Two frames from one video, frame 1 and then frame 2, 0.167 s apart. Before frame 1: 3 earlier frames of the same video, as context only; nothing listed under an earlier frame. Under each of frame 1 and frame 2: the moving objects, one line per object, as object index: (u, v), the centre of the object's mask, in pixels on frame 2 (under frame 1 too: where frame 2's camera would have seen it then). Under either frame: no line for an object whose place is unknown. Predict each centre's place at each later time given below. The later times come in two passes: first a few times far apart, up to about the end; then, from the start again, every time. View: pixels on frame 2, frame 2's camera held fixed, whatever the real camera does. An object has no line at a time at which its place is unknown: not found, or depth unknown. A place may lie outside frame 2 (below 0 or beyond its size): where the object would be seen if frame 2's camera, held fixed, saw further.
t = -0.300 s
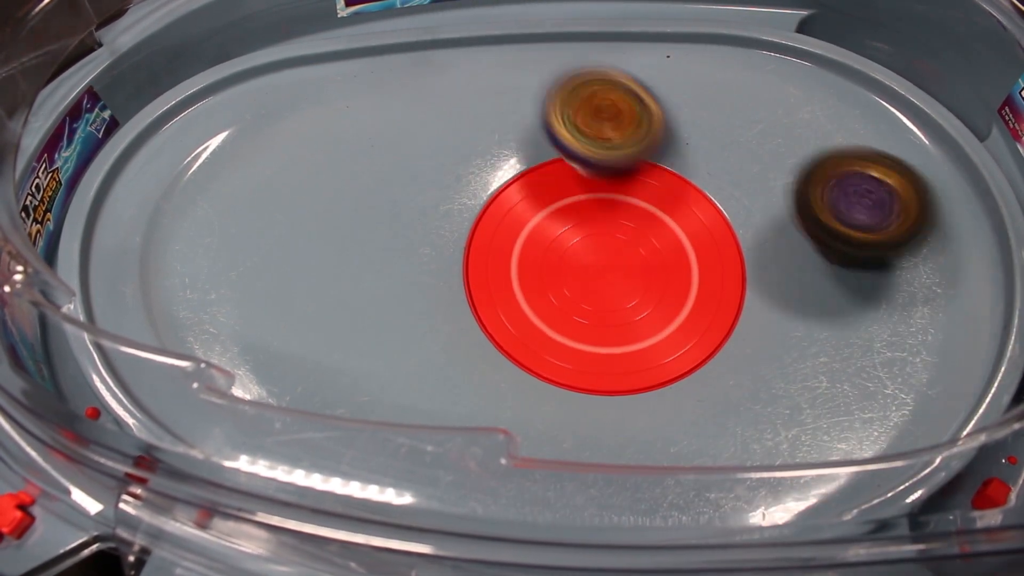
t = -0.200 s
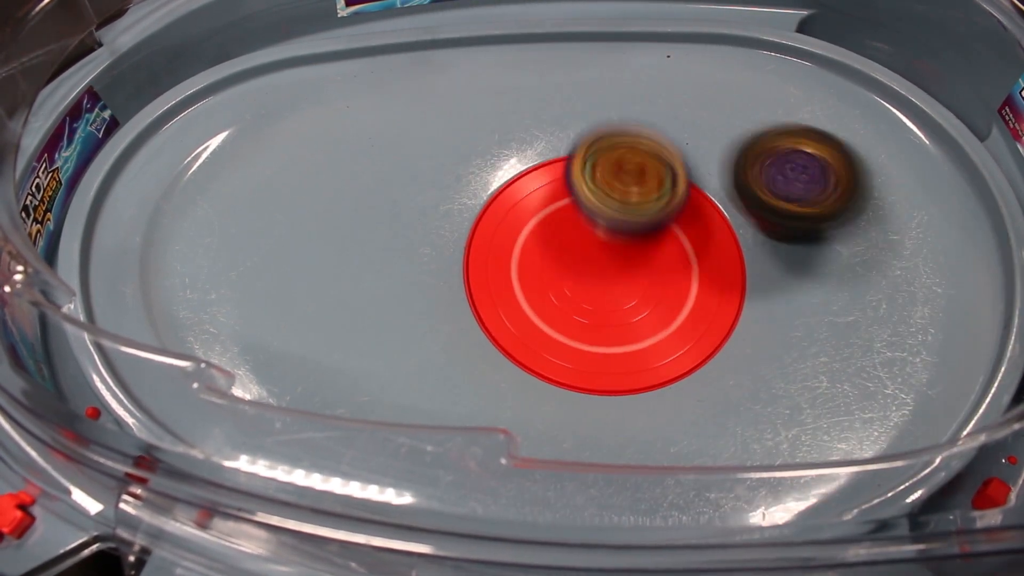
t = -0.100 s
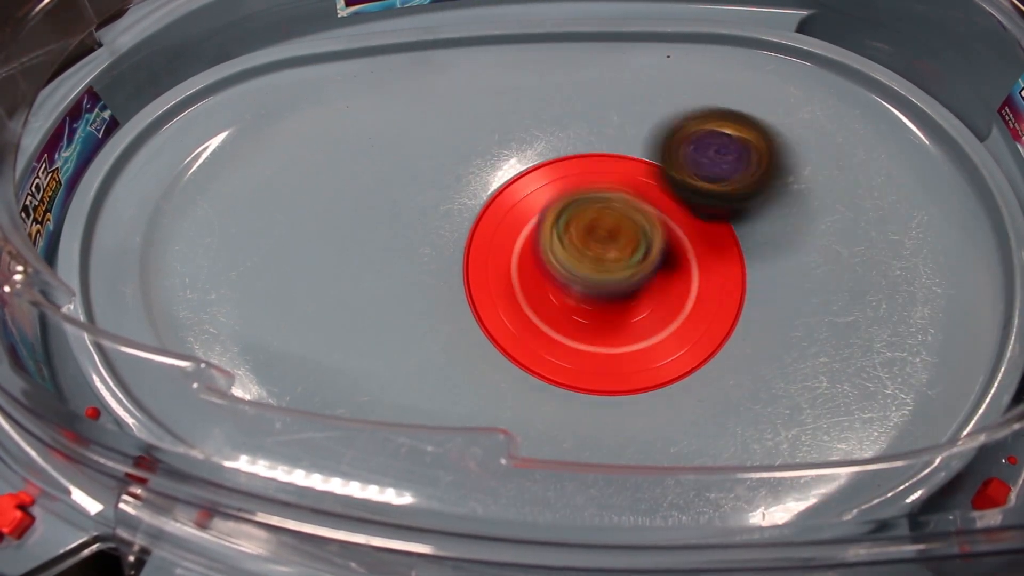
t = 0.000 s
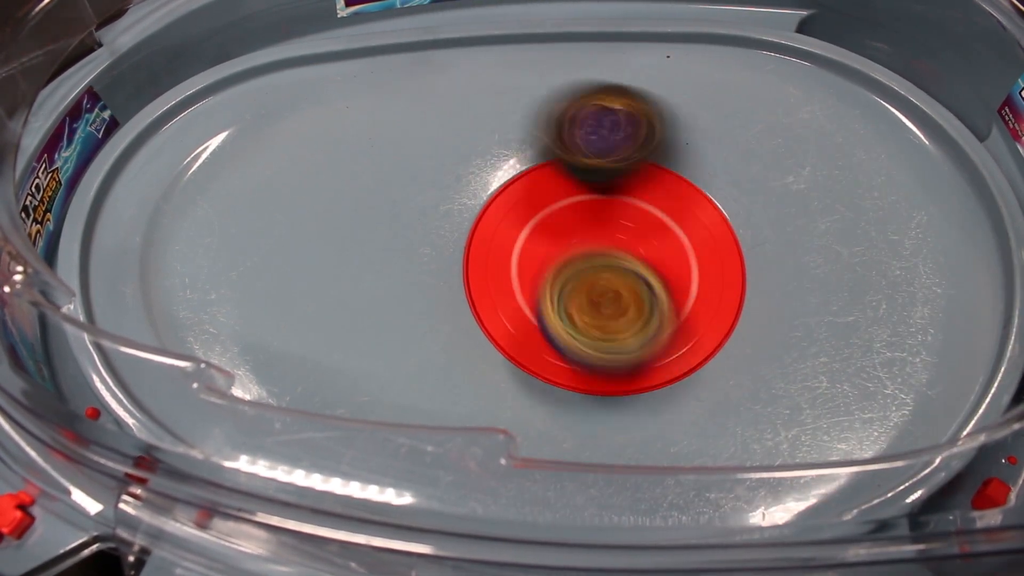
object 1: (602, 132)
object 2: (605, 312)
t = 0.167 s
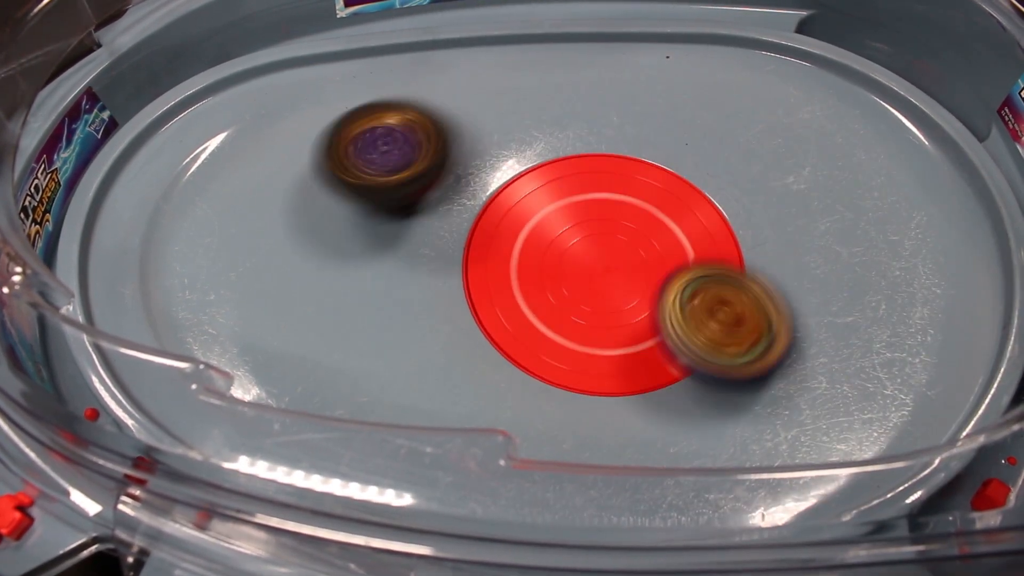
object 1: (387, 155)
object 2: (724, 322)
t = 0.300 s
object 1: (325, 212)
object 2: (752, 210)
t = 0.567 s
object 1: (281, 338)
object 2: (587, 128)
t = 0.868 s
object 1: (432, 434)
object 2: (534, 339)
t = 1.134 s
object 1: (610, 466)
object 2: (818, 203)
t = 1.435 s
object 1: (774, 368)
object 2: (877, 164)
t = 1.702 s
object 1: (781, 259)
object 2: (943, 196)
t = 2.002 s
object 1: (491, 95)
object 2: (889, 232)
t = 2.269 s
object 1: (365, 159)
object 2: (769, 216)
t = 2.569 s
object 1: (313, 258)
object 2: (437, 182)
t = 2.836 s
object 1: (380, 385)
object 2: (422, 140)
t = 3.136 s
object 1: (528, 416)
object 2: (461, 80)
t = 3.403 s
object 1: (660, 346)
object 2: (518, 123)
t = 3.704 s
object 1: (730, 109)
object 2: (635, 357)
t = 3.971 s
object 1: (646, 127)
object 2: (721, 377)
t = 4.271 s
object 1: (446, 360)
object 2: (642, 322)
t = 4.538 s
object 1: (685, 463)
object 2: (668, 101)
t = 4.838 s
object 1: (823, 407)
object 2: (677, 103)
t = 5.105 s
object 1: (840, 389)
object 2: (645, 190)
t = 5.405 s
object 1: (790, 325)
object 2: (424, 293)
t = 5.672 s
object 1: (662, 136)
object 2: (484, 244)
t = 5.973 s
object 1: (488, 44)
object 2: (765, 293)
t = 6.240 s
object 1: (464, 43)
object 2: (772, 270)
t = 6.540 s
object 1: (505, 81)
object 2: (634, 225)
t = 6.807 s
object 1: (439, 169)
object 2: (556, 188)
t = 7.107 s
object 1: (380, 190)
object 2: (625, 396)
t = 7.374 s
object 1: (419, 199)
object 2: (685, 259)
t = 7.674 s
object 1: (664, 334)
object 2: (630, 42)
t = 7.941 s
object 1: (923, 304)
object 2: (652, 51)
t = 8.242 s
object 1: (939, 302)
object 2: (683, 96)
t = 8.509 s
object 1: (857, 311)
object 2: (700, 222)
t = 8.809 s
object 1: (667, 172)
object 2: (500, 221)
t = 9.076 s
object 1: (429, 59)
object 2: (548, 333)
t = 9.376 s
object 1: (410, 42)
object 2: (827, 188)
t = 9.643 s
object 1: (453, 68)
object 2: (827, 161)
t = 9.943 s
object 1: (568, 323)
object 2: (805, 172)
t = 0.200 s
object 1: (365, 168)
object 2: (737, 302)
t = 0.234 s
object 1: (349, 182)
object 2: (747, 276)
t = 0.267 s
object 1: (337, 197)
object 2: (754, 242)
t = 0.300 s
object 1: (325, 212)
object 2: (752, 210)
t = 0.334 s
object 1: (311, 229)
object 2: (741, 180)
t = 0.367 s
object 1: (300, 244)
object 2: (723, 156)
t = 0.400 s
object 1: (291, 259)
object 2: (701, 138)
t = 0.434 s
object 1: (281, 276)
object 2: (678, 125)
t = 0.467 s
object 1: (275, 291)
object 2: (654, 119)
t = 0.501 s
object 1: (273, 307)
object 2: (631, 119)
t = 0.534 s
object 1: (275, 324)
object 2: (609, 121)
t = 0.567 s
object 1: (281, 338)
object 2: (587, 128)
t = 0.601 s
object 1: (291, 350)
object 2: (563, 139)
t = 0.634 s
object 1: (297, 375)
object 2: (536, 156)
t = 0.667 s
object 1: (311, 388)
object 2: (508, 176)
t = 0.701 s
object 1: (329, 398)
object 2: (480, 207)
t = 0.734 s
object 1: (349, 408)
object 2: (463, 239)
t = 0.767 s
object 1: (369, 414)
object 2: (468, 274)
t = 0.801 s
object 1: (395, 420)
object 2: (481, 307)
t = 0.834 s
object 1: (414, 425)
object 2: (504, 329)
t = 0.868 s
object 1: (432, 434)
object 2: (534, 339)
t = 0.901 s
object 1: (454, 448)
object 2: (564, 341)
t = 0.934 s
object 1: (474, 456)
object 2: (603, 338)
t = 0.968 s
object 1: (496, 463)
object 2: (650, 333)
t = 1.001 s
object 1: (519, 468)
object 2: (707, 319)
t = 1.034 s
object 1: (540, 469)
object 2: (753, 290)
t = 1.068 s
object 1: (564, 469)
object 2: (784, 257)
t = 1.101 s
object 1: (588, 469)
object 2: (803, 229)
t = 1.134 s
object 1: (610, 466)
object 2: (818, 203)
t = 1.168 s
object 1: (632, 460)
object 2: (828, 184)
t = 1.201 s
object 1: (655, 449)
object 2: (837, 169)
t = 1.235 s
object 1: (675, 439)
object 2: (844, 157)
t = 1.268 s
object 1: (696, 417)
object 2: (849, 151)
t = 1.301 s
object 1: (713, 411)
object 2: (853, 148)
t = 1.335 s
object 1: (729, 404)
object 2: (858, 150)
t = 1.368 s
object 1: (746, 395)
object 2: (864, 152)
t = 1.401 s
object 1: (762, 382)
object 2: (870, 158)
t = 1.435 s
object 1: (774, 368)
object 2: (877, 164)
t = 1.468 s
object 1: (785, 353)
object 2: (885, 170)
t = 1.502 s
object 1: (796, 337)
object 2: (891, 177)
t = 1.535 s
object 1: (804, 321)
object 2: (900, 183)
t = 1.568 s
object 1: (810, 306)
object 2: (908, 190)
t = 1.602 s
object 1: (815, 290)
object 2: (915, 195)
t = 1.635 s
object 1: (818, 273)
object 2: (920, 200)
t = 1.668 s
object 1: (807, 265)
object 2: (932, 199)
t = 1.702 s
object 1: (781, 259)
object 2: (943, 196)
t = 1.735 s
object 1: (750, 252)
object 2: (944, 194)
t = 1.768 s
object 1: (726, 241)
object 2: (933, 198)
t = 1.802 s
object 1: (699, 221)
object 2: (925, 204)
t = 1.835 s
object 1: (671, 195)
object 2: (917, 211)
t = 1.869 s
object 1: (639, 163)
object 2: (910, 217)
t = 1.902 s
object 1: (600, 136)
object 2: (905, 225)
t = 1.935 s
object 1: (562, 114)
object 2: (902, 230)
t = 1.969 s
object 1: (523, 101)
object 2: (897, 232)
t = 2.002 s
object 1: (491, 95)
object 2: (889, 232)
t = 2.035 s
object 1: (460, 94)
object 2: (879, 230)
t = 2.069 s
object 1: (435, 98)
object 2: (869, 229)
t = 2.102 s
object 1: (416, 104)
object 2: (855, 225)
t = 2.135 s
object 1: (405, 112)
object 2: (840, 222)
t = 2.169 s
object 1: (396, 121)
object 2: (825, 218)
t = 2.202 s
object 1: (387, 134)
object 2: (809, 215)
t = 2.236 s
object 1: (376, 146)
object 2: (789, 213)
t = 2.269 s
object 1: (365, 159)
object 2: (769, 216)
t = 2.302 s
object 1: (352, 171)
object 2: (743, 222)
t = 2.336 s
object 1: (337, 186)
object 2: (717, 225)
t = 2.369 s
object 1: (327, 199)
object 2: (685, 223)
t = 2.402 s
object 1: (321, 209)
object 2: (651, 213)
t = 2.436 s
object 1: (315, 220)
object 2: (610, 199)
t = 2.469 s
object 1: (312, 230)
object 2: (564, 187)
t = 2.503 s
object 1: (311, 240)
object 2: (509, 177)
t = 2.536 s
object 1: (311, 249)
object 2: (467, 177)
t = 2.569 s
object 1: (313, 258)
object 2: (437, 182)
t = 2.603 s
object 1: (316, 266)
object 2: (417, 186)
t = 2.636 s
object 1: (318, 283)
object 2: (402, 188)
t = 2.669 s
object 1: (320, 306)
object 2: (399, 182)
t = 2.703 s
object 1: (325, 326)
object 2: (403, 174)
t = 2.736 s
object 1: (335, 342)
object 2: (407, 166)
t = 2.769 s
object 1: (348, 353)
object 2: (412, 157)
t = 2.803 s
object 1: (365, 364)
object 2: (416, 149)
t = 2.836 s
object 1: (380, 385)
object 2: (422, 140)
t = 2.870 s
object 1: (396, 396)
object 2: (427, 133)
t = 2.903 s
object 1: (414, 405)
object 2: (432, 124)
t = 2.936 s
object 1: (432, 411)
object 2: (435, 117)
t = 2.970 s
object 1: (449, 416)
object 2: (437, 111)
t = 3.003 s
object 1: (467, 418)
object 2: (442, 104)
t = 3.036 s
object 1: (482, 420)
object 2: (447, 97)
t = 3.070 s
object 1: (498, 420)
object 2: (452, 91)
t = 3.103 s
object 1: (513, 418)
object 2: (457, 84)
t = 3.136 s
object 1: (528, 416)
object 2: (461, 80)
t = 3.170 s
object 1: (544, 413)
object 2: (467, 78)
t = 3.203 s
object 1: (562, 401)
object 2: (472, 79)
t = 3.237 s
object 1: (575, 399)
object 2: (476, 82)
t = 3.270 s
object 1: (589, 397)
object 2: (482, 87)
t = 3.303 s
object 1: (602, 391)
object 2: (489, 94)
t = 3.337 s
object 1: (618, 380)
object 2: (496, 102)
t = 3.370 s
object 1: (637, 364)
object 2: (506, 111)
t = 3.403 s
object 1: (660, 346)
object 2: (518, 123)
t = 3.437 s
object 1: (689, 323)
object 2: (532, 136)
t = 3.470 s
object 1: (718, 293)
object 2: (546, 148)
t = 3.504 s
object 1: (746, 255)
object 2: (557, 166)
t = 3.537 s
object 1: (759, 215)
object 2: (565, 189)
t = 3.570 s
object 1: (762, 181)
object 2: (571, 216)
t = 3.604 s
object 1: (758, 155)
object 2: (574, 249)
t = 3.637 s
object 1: (750, 135)
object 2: (583, 286)
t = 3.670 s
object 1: (741, 119)
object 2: (604, 324)
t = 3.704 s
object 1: (730, 109)
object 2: (635, 357)
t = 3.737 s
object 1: (719, 103)
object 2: (669, 373)
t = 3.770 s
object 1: (709, 101)
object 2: (697, 382)
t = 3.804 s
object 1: (699, 101)
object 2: (715, 385)
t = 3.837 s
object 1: (690, 103)
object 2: (726, 386)
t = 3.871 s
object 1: (680, 107)
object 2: (730, 384)
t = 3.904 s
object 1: (670, 113)
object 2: (730, 381)
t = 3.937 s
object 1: (658, 120)
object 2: (726, 379)
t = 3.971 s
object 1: (646, 127)
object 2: (721, 377)
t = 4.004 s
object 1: (632, 136)
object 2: (713, 375)
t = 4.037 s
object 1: (605, 149)
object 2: (705, 373)
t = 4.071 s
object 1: (574, 163)
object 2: (697, 371)
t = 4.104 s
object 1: (527, 184)
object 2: (687, 368)
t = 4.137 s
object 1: (485, 216)
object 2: (676, 364)
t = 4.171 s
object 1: (458, 250)
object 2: (664, 358)
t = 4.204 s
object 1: (441, 290)
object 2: (652, 351)
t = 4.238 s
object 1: (438, 325)
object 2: (643, 339)
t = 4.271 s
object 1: (446, 360)
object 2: (642, 322)
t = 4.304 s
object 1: (462, 395)
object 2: (649, 303)
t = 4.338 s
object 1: (489, 423)
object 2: (660, 280)
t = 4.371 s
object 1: (521, 445)
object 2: (674, 251)
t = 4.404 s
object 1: (556, 462)
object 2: (686, 218)
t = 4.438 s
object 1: (591, 474)
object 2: (692, 179)
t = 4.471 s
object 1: (620, 484)
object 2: (690, 145)
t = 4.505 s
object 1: (650, 477)
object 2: (679, 118)
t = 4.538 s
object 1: (685, 463)
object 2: (668, 101)
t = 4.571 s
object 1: (714, 448)
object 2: (660, 88)
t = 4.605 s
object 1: (741, 438)
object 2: (655, 79)
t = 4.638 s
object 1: (762, 432)
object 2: (653, 73)
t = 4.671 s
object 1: (778, 428)
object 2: (654, 72)
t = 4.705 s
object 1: (792, 413)
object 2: (655, 75)
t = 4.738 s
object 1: (804, 411)
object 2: (658, 80)
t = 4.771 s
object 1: (812, 410)
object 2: (665, 87)
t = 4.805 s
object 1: (818, 408)
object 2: (671, 94)
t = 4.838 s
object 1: (823, 407)
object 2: (677, 103)
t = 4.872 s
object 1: (826, 404)
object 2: (682, 111)
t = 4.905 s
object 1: (829, 402)
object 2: (686, 121)
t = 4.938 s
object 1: (832, 399)
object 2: (689, 133)
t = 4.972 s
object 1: (836, 397)
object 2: (690, 147)
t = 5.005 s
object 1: (839, 394)
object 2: (688, 161)
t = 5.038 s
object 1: (841, 392)
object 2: (680, 174)
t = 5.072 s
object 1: (841, 391)
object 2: (664, 184)
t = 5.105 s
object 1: (840, 389)
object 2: (645, 190)
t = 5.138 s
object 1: (837, 386)
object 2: (620, 193)
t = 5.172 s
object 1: (835, 382)
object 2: (585, 196)
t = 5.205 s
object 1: (831, 377)
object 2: (548, 202)
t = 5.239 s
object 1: (827, 371)
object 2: (508, 213)
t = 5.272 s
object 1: (821, 364)
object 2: (471, 229)
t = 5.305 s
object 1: (815, 355)
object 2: (447, 250)
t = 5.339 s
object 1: (807, 346)
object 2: (432, 269)
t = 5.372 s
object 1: (799, 335)
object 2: (425, 283)
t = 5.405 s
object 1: (790, 325)
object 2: (424, 293)
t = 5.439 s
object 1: (782, 312)
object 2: (427, 298)
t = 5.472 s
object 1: (771, 299)
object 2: (431, 298)
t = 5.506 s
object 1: (759, 285)
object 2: (438, 293)
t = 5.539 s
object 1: (747, 268)
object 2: (446, 285)
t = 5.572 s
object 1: (732, 242)
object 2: (457, 273)
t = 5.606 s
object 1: (714, 207)
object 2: (465, 259)
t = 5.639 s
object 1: (692, 171)
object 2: (471, 249)
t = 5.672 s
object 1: (662, 136)
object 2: (484, 244)
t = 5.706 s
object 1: (630, 106)
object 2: (500, 242)
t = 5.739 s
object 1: (597, 85)
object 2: (522, 245)
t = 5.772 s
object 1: (570, 69)
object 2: (545, 253)
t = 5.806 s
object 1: (546, 59)
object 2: (568, 265)
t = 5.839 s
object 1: (528, 53)
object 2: (598, 283)
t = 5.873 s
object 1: (514, 49)
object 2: (635, 298)
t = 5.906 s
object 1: (504, 47)
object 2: (678, 306)
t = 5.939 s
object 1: (495, 45)
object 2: (724, 304)
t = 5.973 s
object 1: (488, 44)
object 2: (765, 293)
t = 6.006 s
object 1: (482, 42)
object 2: (787, 281)
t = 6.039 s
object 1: (476, 40)
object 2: (802, 269)
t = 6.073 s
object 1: (472, 38)
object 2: (809, 261)
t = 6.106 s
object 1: (469, 39)
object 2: (811, 255)
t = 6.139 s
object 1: (468, 41)
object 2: (808, 253)
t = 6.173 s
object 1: (466, 42)
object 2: (801, 254)
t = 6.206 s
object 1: (464, 43)
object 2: (789, 261)
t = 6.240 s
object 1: (464, 43)
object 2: (772, 270)
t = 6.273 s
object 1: (466, 43)
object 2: (751, 284)
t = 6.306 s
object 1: (469, 44)
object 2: (726, 297)
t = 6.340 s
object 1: (473, 46)
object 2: (701, 302)
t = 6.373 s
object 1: (476, 49)
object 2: (679, 299)
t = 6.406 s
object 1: (480, 52)
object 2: (661, 290)
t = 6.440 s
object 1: (487, 57)
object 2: (647, 278)
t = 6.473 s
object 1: (494, 64)
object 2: (639, 264)
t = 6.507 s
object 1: (500, 72)
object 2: (636, 246)
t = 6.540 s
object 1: (505, 81)
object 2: (634, 225)
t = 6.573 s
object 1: (511, 93)
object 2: (626, 203)
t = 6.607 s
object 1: (516, 105)
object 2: (615, 183)
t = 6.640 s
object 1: (511, 111)
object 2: (607, 172)
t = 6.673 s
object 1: (490, 116)
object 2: (602, 168)
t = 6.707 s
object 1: (474, 125)
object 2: (595, 168)
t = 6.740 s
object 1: (463, 139)
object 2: (583, 171)
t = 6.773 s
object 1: (451, 156)
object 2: (569, 177)
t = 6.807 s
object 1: (439, 169)
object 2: (556, 188)
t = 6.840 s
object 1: (429, 177)
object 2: (540, 203)
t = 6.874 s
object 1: (417, 182)
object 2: (529, 223)
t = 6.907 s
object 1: (407, 185)
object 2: (520, 247)
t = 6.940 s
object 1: (400, 188)
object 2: (520, 281)
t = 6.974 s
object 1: (394, 189)
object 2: (528, 313)
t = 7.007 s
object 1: (389, 190)
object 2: (546, 346)
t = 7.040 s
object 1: (386, 191)
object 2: (573, 373)
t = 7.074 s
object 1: (384, 191)
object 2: (601, 388)
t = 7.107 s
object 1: (380, 190)
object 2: (625, 396)
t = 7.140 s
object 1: (378, 189)
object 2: (643, 395)
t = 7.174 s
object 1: (380, 189)
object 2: (657, 389)
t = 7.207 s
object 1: (382, 189)
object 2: (664, 376)
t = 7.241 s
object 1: (386, 189)
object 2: (662, 361)
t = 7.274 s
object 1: (391, 191)
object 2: (662, 343)
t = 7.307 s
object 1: (399, 193)
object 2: (666, 320)
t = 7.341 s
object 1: (409, 195)
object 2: (675, 292)
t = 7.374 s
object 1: (419, 199)
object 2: (685, 259)
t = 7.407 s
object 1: (430, 206)
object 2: (693, 216)
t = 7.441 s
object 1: (444, 217)
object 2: (693, 173)
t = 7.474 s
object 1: (460, 227)
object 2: (683, 134)
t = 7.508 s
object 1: (473, 236)
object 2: (669, 103)
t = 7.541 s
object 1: (492, 251)
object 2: (657, 79)
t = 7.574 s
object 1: (530, 272)
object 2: (646, 62)
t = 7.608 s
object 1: (567, 295)
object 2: (636, 49)
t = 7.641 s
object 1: (613, 316)
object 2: (631, 43)
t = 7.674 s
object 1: (664, 334)
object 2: (630, 42)
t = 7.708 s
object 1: (729, 338)
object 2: (631, 42)
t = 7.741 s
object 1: (785, 330)
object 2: (634, 42)
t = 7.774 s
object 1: (825, 318)
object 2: (637, 43)
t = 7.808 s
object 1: (854, 315)
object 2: (640, 45)
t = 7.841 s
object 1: (881, 310)
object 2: (644, 46)
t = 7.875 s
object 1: (897, 305)
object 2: (647, 47)
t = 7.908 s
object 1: (910, 305)
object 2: (650, 48)
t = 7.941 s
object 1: (923, 304)
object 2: (652, 51)
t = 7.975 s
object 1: (931, 303)
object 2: (656, 54)
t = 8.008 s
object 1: (937, 304)
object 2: (659, 58)
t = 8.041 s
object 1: (943, 303)
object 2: (662, 61)
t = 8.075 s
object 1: (947, 303)
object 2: (665, 66)
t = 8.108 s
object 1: (948, 303)
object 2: (668, 71)
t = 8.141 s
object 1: (947, 303)
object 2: (671, 76)
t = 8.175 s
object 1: (946, 300)
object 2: (674, 82)
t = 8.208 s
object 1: (943, 300)
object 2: (678, 89)
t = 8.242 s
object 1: (939, 302)
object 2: (683, 96)
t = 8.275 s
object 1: (935, 305)
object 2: (688, 105)
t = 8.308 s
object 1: (927, 308)
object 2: (693, 115)
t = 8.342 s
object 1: (916, 311)
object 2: (699, 127)
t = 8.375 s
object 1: (906, 314)
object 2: (706, 144)
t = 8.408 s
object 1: (895, 315)
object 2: (714, 167)
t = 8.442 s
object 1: (882, 315)
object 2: (716, 189)
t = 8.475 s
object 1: (870, 314)
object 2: (711, 209)
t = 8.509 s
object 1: (857, 311)
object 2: (700, 222)
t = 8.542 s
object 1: (843, 306)
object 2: (686, 230)
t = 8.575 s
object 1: (832, 301)
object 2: (668, 232)
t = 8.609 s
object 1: (820, 294)
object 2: (650, 228)
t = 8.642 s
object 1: (804, 283)
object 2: (631, 219)
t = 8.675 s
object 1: (785, 271)
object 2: (607, 210)
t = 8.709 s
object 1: (761, 255)
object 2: (578, 203)
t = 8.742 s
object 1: (733, 233)
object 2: (551, 203)
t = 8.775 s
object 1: (704, 201)
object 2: (523, 210)
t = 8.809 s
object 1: (667, 172)
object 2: (500, 221)
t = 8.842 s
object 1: (624, 139)
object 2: (482, 238)
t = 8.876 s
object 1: (586, 112)
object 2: (471, 256)
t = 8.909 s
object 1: (551, 95)
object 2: (469, 280)
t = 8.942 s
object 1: (515, 82)
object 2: (478, 302)
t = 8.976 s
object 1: (486, 75)
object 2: (491, 317)
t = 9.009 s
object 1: (461, 68)
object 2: (507, 326)
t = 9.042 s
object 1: (442, 62)
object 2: (525, 331)
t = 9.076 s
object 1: (429, 59)
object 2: (548, 333)
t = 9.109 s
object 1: (419, 56)
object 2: (579, 332)
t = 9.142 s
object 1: (414, 52)
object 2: (623, 331)
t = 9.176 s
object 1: (410, 49)
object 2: (668, 327)
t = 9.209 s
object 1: (407, 46)
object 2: (719, 309)
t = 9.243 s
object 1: (404, 43)
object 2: (767, 282)
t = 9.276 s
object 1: (403, 43)
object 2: (790, 250)
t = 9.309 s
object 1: (404, 44)
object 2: (809, 224)
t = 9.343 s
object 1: (405, 44)
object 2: (820, 203)
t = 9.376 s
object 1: (410, 42)
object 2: (827, 188)
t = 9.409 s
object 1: (417, 43)
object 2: (831, 176)
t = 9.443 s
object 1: (423, 44)
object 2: (831, 167)
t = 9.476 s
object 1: (429, 46)
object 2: (829, 162)
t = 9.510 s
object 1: (435, 48)
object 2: (827, 160)
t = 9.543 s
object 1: (440, 52)
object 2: (827, 160)
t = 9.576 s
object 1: (445, 55)
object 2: (827, 160)
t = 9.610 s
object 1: (449, 61)
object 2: (827, 161)
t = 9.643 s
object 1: (453, 68)
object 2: (827, 161)
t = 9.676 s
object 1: (457, 75)
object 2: (826, 162)
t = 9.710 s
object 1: (464, 86)
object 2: (825, 163)
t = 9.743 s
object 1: (473, 98)
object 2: (823, 165)
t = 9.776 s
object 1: (481, 114)
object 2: (821, 167)
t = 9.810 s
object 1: (494, 136)
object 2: (819, 168)
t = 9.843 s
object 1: (506, 171)
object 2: (816, 169)
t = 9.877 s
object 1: (525, 219)
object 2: (813, 170)
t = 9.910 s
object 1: (546, 270)
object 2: (810, 171)
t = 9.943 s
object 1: (568, 323)
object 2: (805, 172)
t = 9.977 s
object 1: (611, 371)
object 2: (799, 175)
